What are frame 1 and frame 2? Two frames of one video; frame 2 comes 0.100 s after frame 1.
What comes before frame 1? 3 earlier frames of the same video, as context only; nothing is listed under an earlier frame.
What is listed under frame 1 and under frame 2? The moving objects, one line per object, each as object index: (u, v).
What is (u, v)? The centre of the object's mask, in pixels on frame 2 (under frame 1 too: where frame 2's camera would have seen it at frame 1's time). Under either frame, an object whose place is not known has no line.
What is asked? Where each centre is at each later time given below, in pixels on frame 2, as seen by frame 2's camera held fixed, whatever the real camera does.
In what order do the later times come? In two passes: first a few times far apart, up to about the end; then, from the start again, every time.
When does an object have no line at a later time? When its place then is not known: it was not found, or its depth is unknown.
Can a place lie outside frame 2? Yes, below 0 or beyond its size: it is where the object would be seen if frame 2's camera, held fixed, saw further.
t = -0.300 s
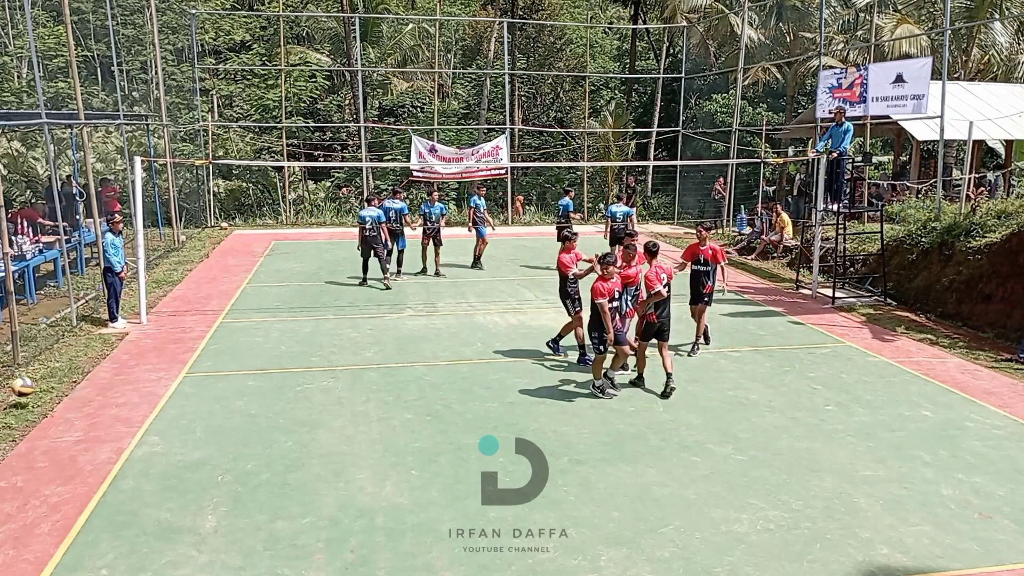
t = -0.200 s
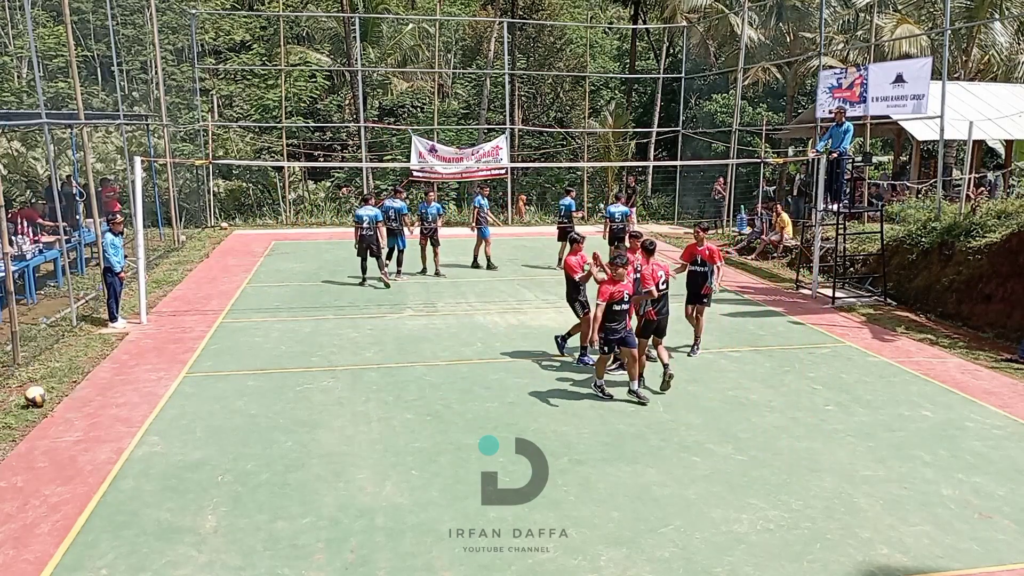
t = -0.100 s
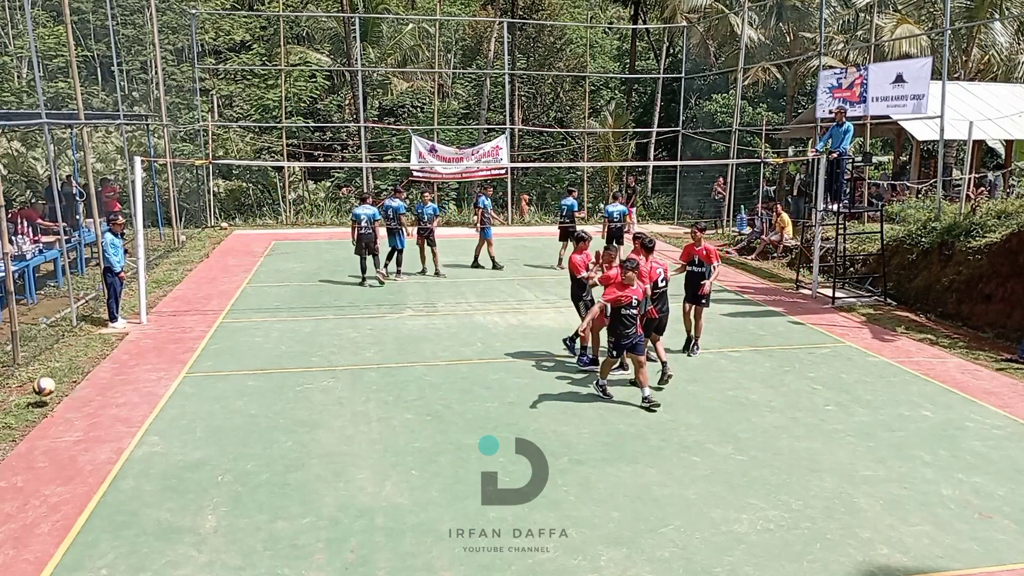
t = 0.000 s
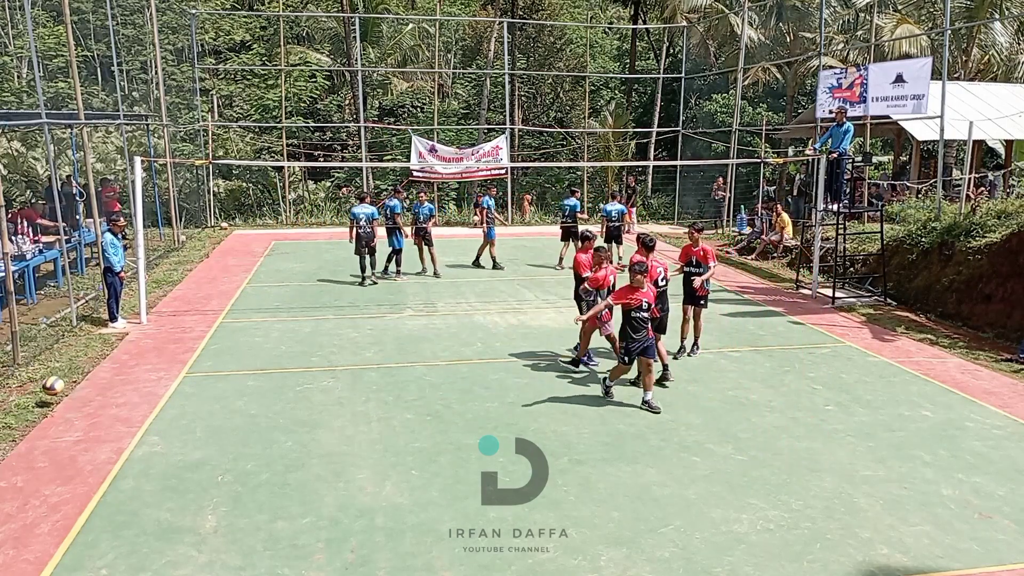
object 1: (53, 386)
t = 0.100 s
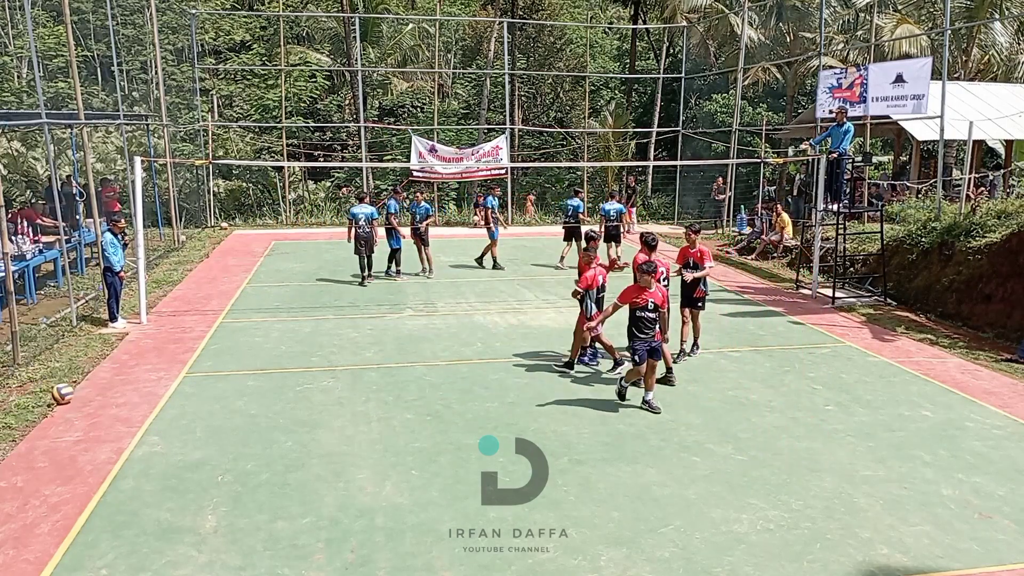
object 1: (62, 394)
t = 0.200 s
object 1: (72, 387)
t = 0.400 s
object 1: (91, 390)
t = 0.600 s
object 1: (109, 388)
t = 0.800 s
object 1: (126, 384)
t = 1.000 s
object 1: (143, 384)
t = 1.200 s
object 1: (159, 383)
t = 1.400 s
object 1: (175, 380)
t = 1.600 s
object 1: (191, 378)
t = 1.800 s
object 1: (206, 377)
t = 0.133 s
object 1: (66, 393)
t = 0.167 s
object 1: (69, 390)
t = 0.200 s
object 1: (72, 387)
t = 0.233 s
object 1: (75, 386)
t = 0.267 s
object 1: (78, 385)
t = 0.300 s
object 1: (81, 386)
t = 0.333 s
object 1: (85, 388)
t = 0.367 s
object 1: (88, 391)
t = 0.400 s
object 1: (91, 390)
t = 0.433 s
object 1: (94, 387)
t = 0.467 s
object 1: (97, 386)
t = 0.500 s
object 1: (100, 384)
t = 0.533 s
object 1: (103, 385)
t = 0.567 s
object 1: (106, 385)
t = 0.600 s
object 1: (109, 388)
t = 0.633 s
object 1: (112, 389)
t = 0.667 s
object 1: (115, 386)
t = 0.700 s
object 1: (118, 384)
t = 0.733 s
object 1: (121, 383)
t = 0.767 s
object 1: (123, 383)
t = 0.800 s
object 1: (126, 384)
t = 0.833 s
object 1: (129, 386)
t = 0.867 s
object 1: (132, 385)
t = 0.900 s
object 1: (135, 383)
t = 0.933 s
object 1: (138, 382)
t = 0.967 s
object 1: (141, 382)
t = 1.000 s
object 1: (143, 384)
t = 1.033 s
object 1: (146, 385)
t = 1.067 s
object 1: (149, 383)
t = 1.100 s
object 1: (151, 382)
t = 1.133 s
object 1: (154, 381)
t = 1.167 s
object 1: (156, 382)
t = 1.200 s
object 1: (159, 383)
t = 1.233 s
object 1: (162, 382)
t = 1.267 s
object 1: (164, 380)
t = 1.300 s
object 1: (167, 380)
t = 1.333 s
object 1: (170, 381)
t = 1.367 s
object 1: (172, 382)
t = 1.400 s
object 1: (175, 380)
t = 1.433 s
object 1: (178, 379)
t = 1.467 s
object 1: (180, 379)
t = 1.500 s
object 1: (183, 380)
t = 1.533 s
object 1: (186, 379)
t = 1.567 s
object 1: (188, 379)
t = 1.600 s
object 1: (191, 378)
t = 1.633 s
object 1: (194, 379)
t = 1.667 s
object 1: (196, 378)
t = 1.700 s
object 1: (198, 377)
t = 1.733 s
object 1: (201, 378)
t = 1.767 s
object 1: (203, 377)
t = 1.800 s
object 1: (206, 377)
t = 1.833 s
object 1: (209, 377)
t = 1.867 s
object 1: (211, 376)
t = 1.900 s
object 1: (213, 376)
